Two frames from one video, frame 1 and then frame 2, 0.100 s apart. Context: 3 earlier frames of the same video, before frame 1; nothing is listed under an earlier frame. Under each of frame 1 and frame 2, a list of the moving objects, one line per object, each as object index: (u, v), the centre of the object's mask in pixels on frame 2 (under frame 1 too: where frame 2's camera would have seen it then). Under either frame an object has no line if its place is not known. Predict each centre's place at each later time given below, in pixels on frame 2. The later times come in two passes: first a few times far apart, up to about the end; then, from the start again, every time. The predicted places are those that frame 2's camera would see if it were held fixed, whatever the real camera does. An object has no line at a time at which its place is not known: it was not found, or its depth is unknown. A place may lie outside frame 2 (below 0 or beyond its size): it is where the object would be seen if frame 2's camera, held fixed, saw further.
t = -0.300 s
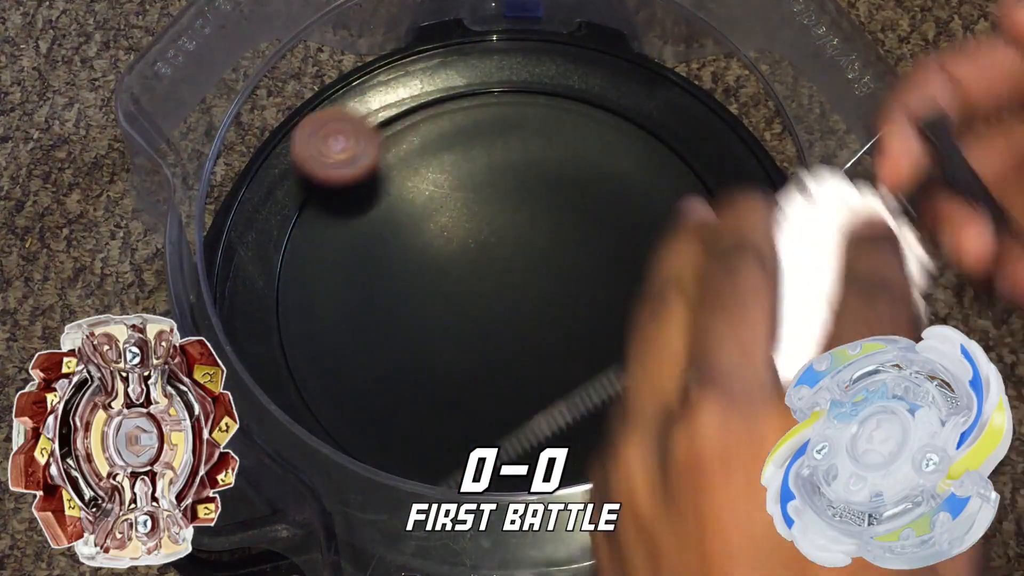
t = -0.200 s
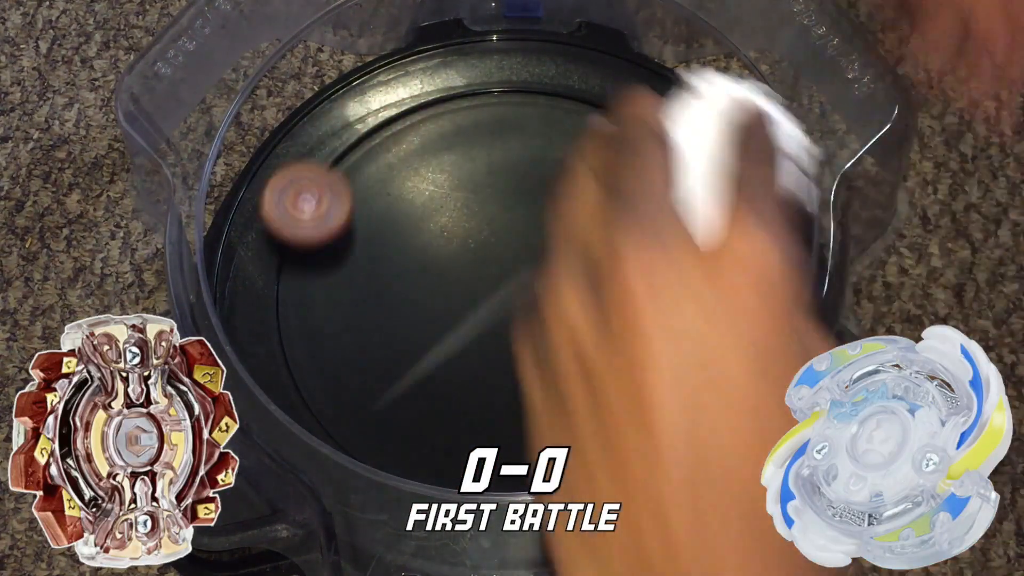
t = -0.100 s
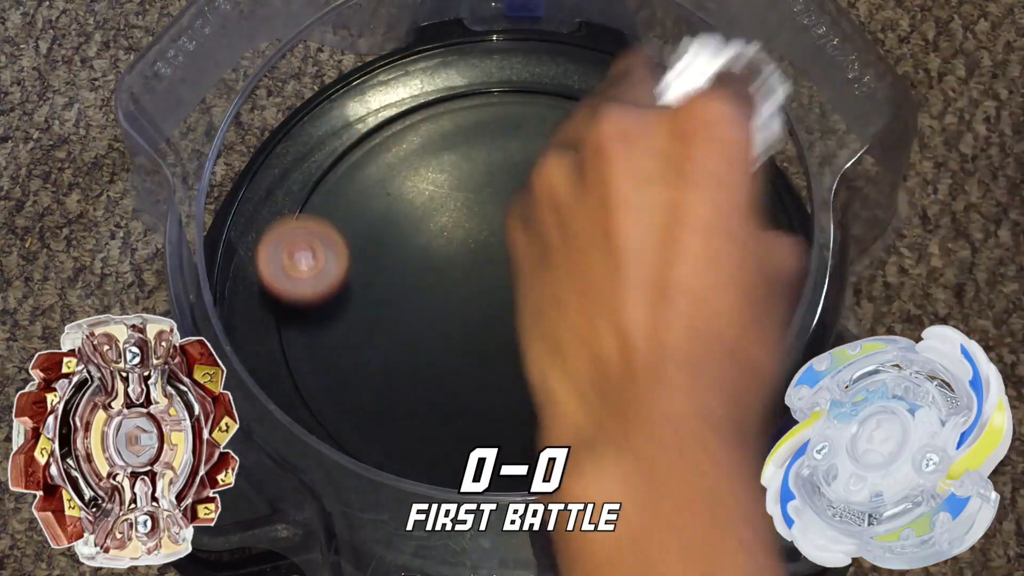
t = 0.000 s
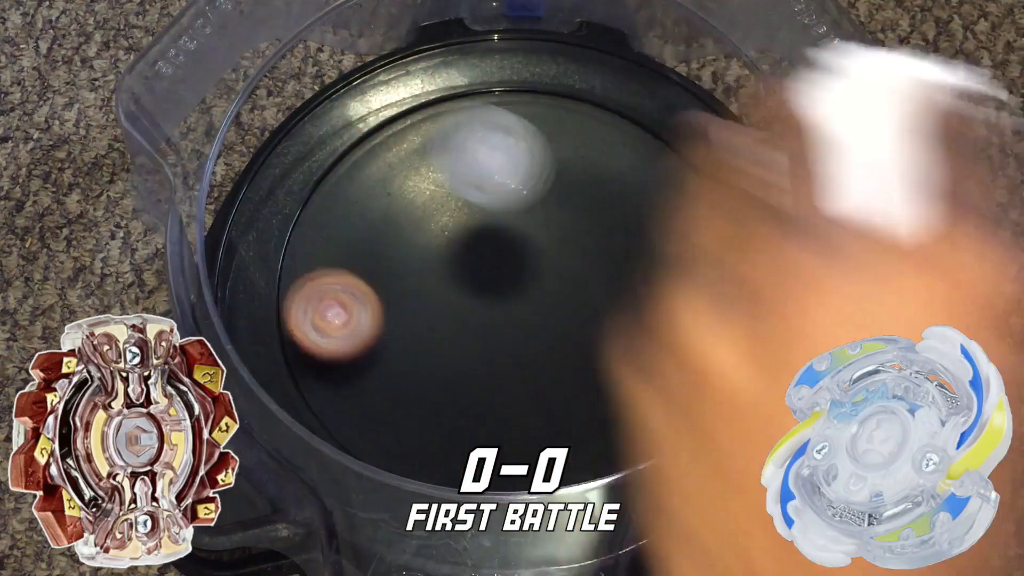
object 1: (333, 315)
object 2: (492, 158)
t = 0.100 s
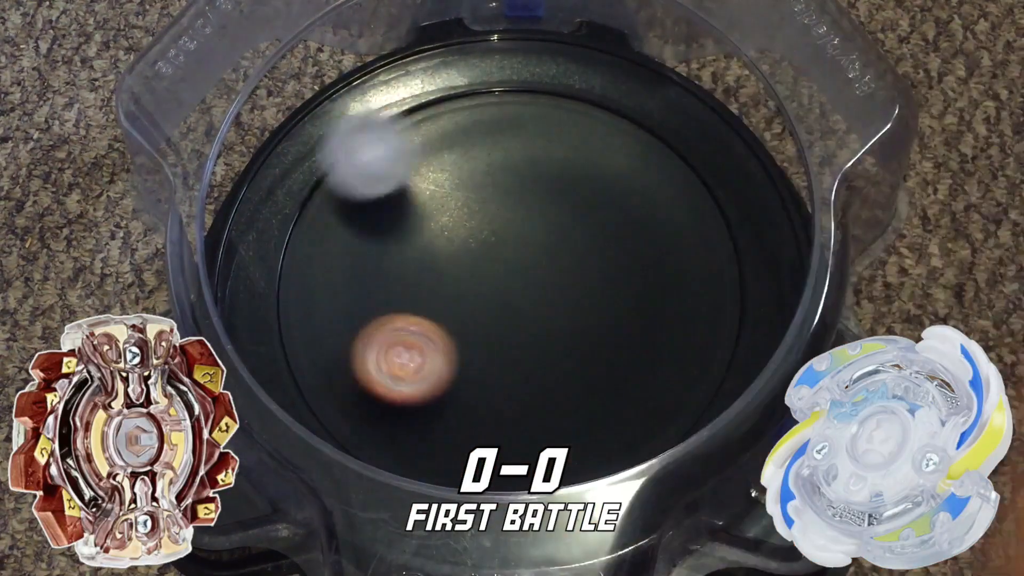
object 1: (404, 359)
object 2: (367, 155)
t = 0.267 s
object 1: (560, 332)
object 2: (272, 163)
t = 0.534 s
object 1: (587, 144)
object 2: (378, 316)
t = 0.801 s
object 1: (500, 100)
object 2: (690, 386)
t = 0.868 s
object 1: (482, 108)
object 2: (711, 342)
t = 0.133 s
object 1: (436, 365)
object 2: (340, 152)
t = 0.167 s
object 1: (470, 366)
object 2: (317, 148)
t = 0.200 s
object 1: (504, 361)
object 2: (297, 151)
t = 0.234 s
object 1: (533, 349)
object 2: (282, 156)
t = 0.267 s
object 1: (560, 332)
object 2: (272, 163)
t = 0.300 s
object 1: (584, 312)
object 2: (267, 173)
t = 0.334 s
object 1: (601, 289)
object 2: (267, 188)
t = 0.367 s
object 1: (612, 262)
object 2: (273, 204)
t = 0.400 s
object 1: (618, 236)
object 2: (283, 223)
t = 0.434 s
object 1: (618, 210)
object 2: (299, 246)
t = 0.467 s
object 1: (611, 186)
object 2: (321, 267)
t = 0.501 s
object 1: (600, 163)
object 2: (345, 293)
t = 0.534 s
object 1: (587, 144)
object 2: (378, 316)
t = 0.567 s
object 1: (574, 129)
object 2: (413, 344)
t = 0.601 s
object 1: (561, 117)
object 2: (451, 365)
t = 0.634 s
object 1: (549, 108)
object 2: (495, 384)
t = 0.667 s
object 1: (539, 103)
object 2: (539, 396)
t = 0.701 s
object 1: (529, 99)
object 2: (583, 407)
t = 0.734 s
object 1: (520, 98)
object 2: (628, 412)
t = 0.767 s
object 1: (510, 98)
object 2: (665, 407)
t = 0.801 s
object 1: (500, 100)
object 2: (690, 386)
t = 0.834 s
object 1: (491, 104)
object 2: (703, 367)
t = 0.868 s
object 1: (482, 108)
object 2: (711, 342)
